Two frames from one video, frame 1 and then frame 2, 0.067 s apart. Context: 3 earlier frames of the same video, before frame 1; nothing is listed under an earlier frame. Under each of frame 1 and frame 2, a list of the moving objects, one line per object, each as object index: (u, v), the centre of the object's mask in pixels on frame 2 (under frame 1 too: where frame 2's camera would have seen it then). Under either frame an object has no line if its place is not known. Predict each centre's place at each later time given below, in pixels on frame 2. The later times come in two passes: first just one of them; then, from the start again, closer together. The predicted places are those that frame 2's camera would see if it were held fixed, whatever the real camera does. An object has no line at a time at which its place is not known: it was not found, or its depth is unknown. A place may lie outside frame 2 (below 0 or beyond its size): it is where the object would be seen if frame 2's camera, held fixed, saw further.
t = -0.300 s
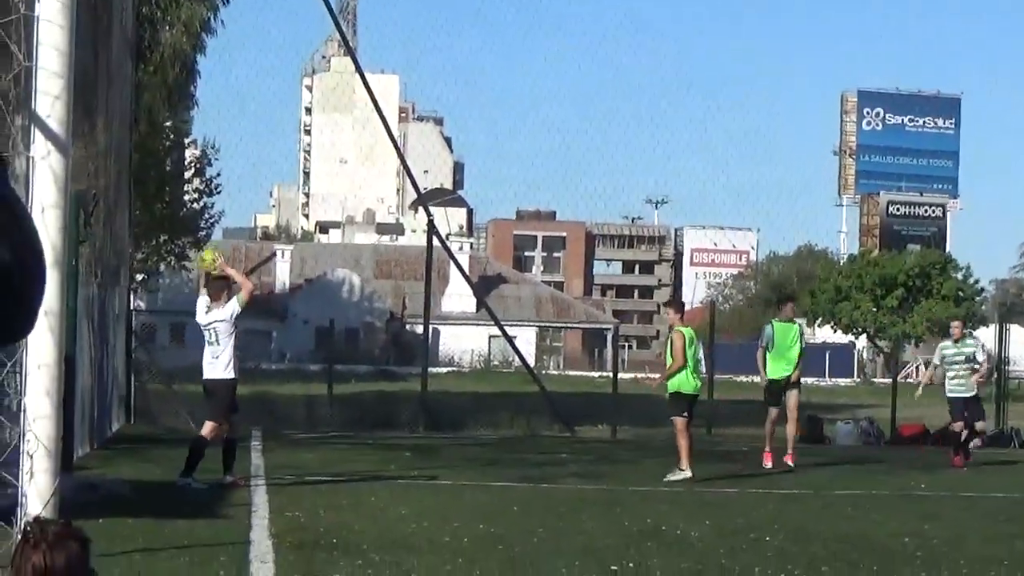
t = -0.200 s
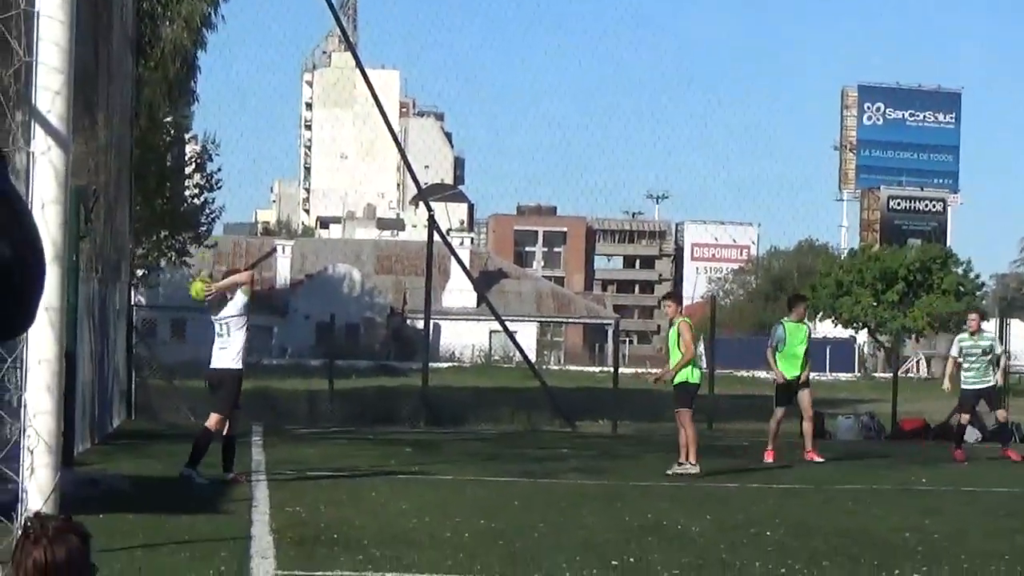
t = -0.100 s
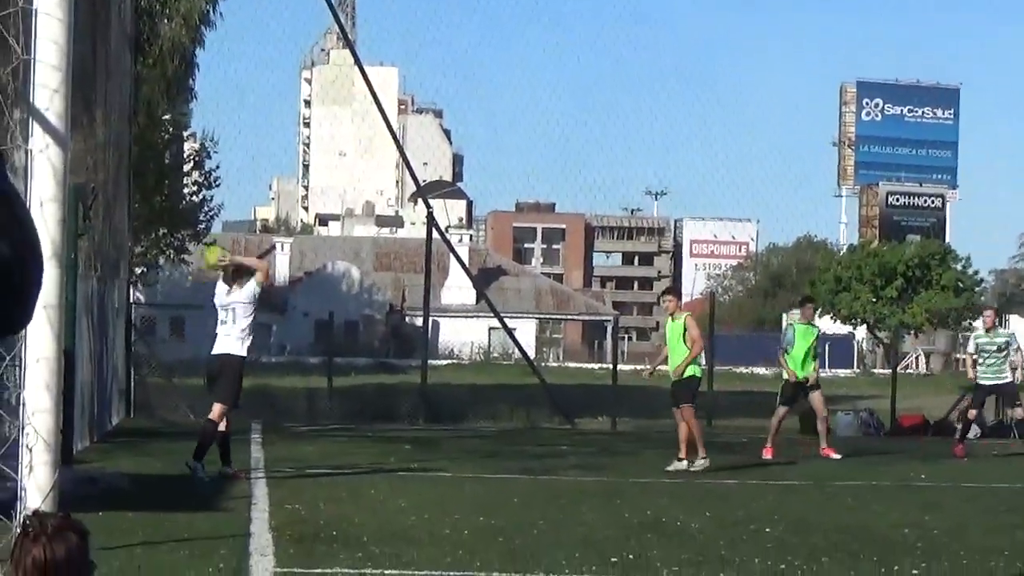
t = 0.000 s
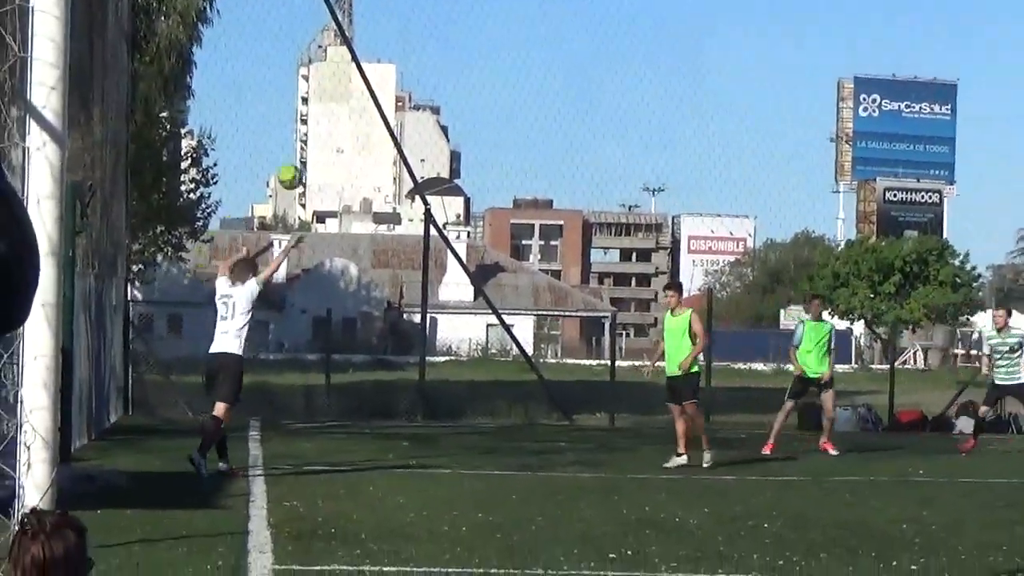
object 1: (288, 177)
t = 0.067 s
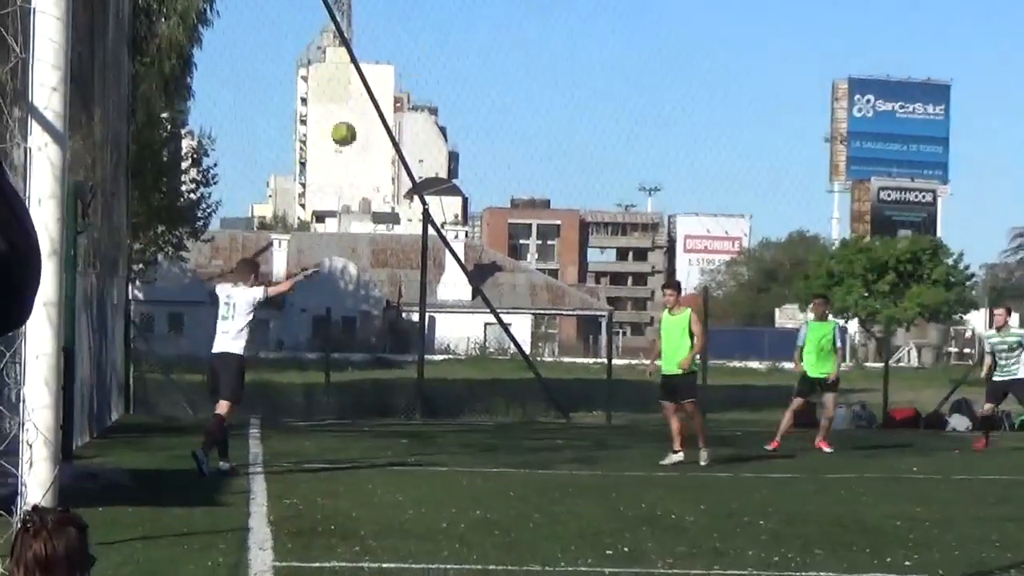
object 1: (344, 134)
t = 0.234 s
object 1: (470, 57)
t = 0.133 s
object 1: (396, 99)
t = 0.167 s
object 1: (421, 83)
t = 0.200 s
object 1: (446, 69)
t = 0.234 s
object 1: (470, 57)
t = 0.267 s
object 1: (494, 46)
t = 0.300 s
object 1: (515, 36)
